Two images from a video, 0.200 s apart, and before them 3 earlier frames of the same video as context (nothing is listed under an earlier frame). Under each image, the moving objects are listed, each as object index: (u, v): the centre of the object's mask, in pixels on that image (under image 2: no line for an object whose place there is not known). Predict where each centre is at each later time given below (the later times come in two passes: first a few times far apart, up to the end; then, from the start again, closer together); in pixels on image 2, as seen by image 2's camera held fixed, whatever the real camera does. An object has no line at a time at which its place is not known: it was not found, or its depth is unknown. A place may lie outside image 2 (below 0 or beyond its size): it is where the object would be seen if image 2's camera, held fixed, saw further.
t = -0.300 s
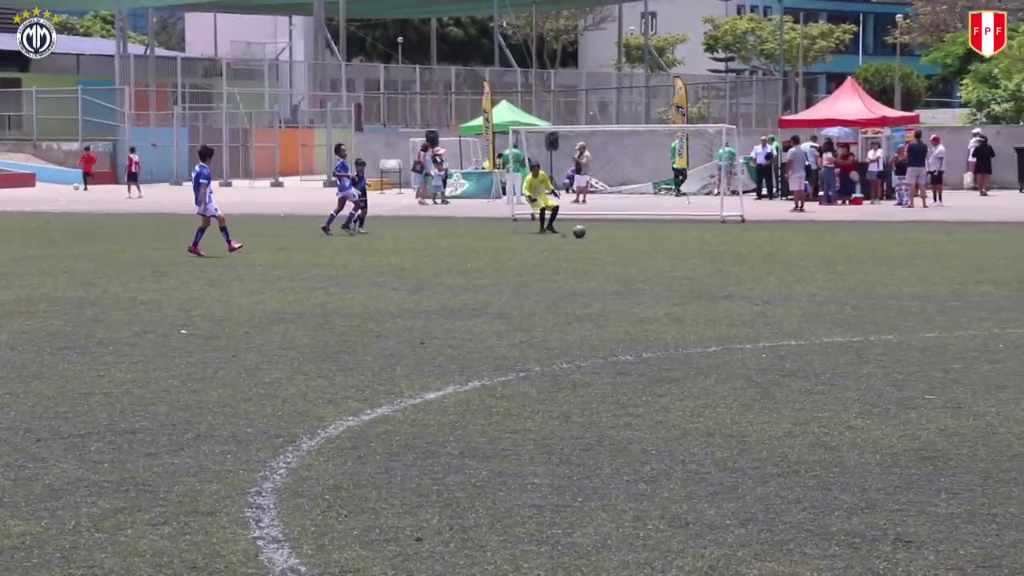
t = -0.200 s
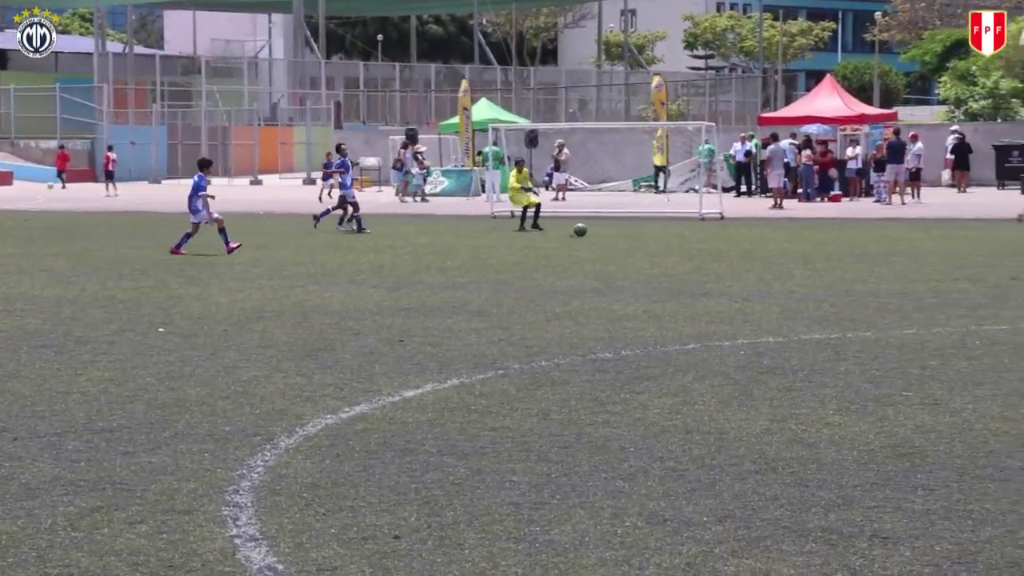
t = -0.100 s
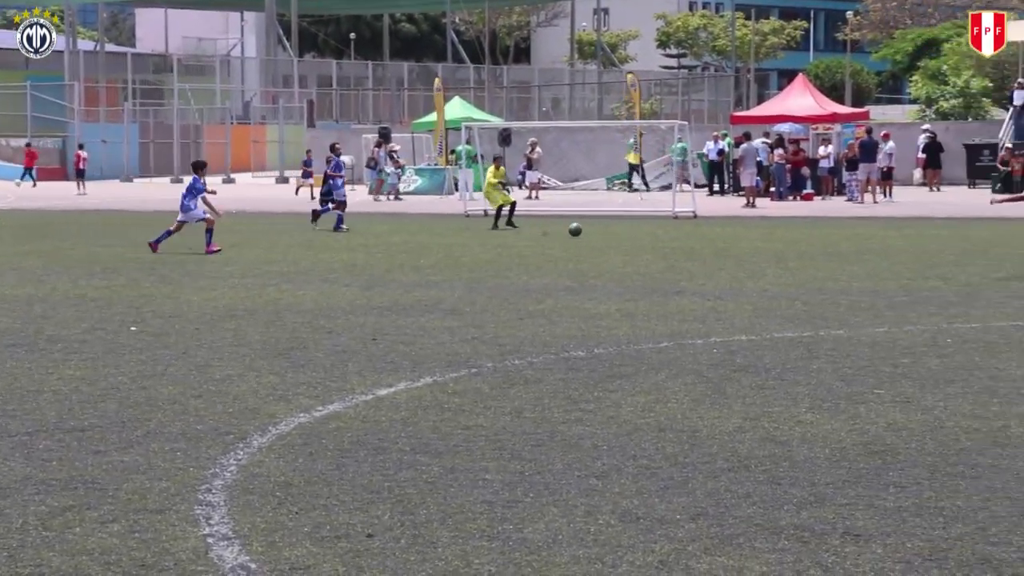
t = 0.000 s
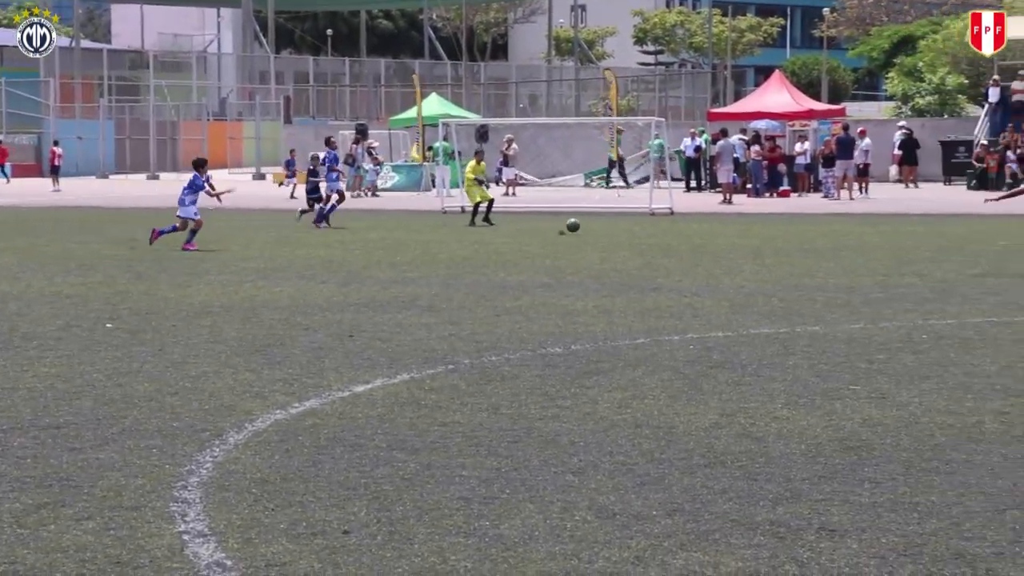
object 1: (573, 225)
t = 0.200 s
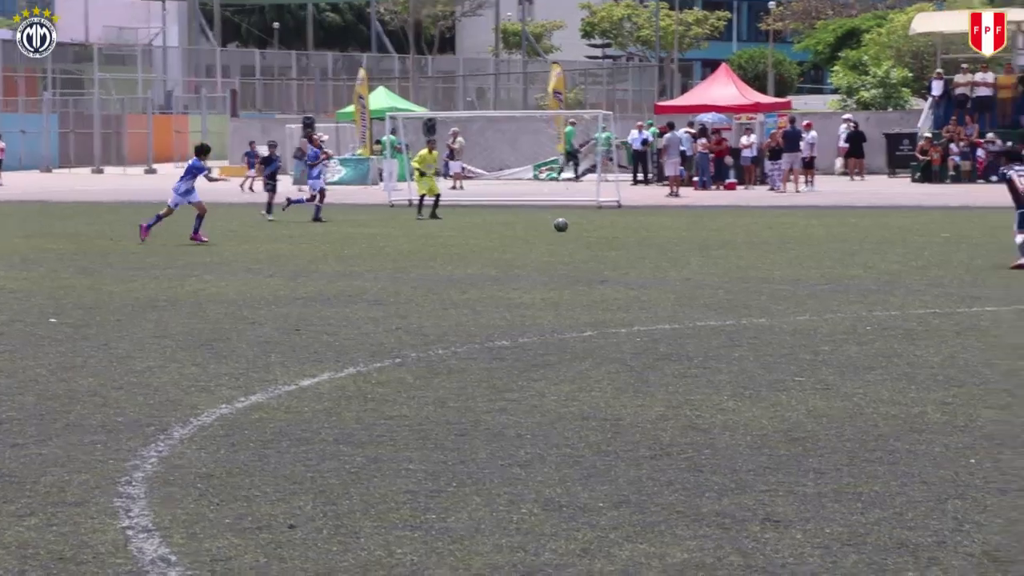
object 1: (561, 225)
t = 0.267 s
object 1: (574, 224)
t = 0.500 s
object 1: (622, 225)
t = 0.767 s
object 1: (678, 231)
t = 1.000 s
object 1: (728, 231)
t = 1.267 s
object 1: (787, 236)
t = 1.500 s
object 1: (840, 238)
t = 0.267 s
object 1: (574, 224)
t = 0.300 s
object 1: (581, 224)
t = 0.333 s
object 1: (588, 225)
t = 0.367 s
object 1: (594, 226)
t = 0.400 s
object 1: (600, 225)
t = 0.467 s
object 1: (615, 224)
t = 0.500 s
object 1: (622, 225)
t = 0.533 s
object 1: (628, 226)
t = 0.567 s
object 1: (636, 229)
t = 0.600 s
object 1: (643, 228)
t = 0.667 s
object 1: (657, 227)
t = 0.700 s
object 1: (664, 228)
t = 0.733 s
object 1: (671, 230)
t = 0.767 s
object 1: (678, 231)
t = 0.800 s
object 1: (686, 230)
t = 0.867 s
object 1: (699, 231)
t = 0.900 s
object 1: (707, 232)
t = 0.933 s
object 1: (714, 231)
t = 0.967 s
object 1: (721, 231)
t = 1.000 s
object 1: (728, 231)
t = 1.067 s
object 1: (743, 234)
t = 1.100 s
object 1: (750, 233)
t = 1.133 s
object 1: (757, 232)
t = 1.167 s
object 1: (765, 232)
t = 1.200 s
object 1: (772, 233)
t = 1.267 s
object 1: (787, 236)
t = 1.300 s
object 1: (795, 235)
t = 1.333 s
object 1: (802, 235)
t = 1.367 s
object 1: (809, 236)
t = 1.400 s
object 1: (817, 238)
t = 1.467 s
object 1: (833, 238)
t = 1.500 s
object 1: (840, 238)
